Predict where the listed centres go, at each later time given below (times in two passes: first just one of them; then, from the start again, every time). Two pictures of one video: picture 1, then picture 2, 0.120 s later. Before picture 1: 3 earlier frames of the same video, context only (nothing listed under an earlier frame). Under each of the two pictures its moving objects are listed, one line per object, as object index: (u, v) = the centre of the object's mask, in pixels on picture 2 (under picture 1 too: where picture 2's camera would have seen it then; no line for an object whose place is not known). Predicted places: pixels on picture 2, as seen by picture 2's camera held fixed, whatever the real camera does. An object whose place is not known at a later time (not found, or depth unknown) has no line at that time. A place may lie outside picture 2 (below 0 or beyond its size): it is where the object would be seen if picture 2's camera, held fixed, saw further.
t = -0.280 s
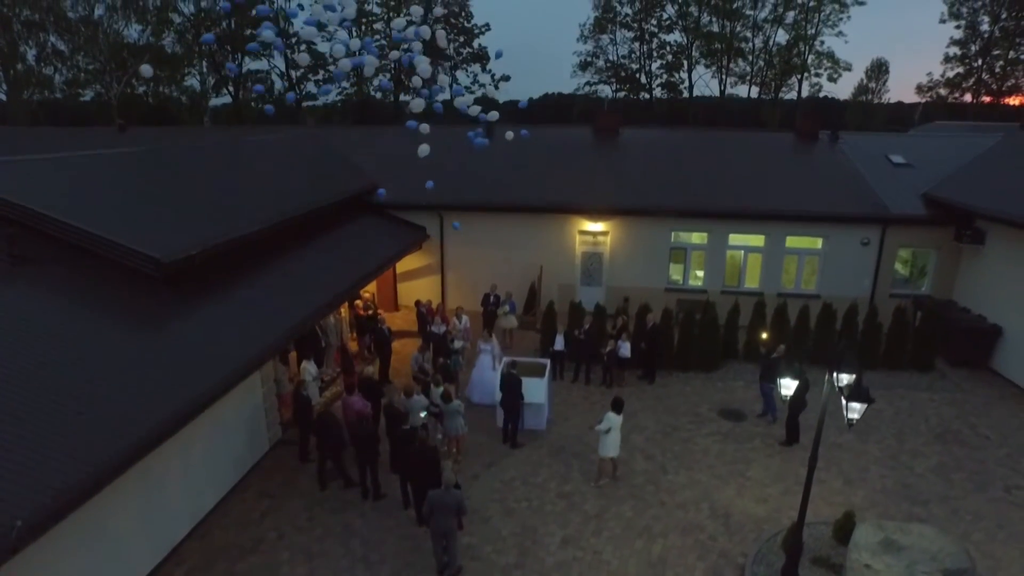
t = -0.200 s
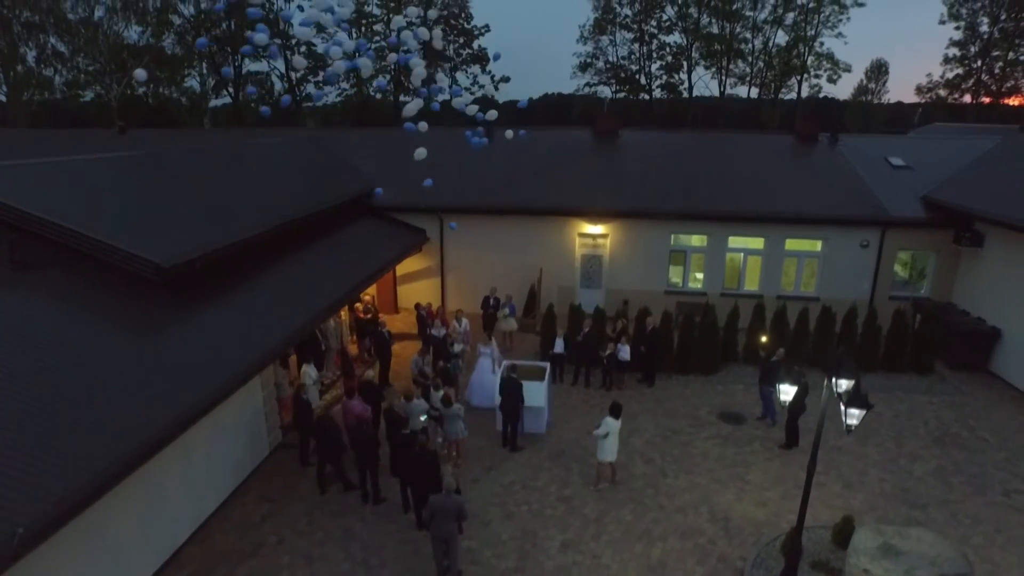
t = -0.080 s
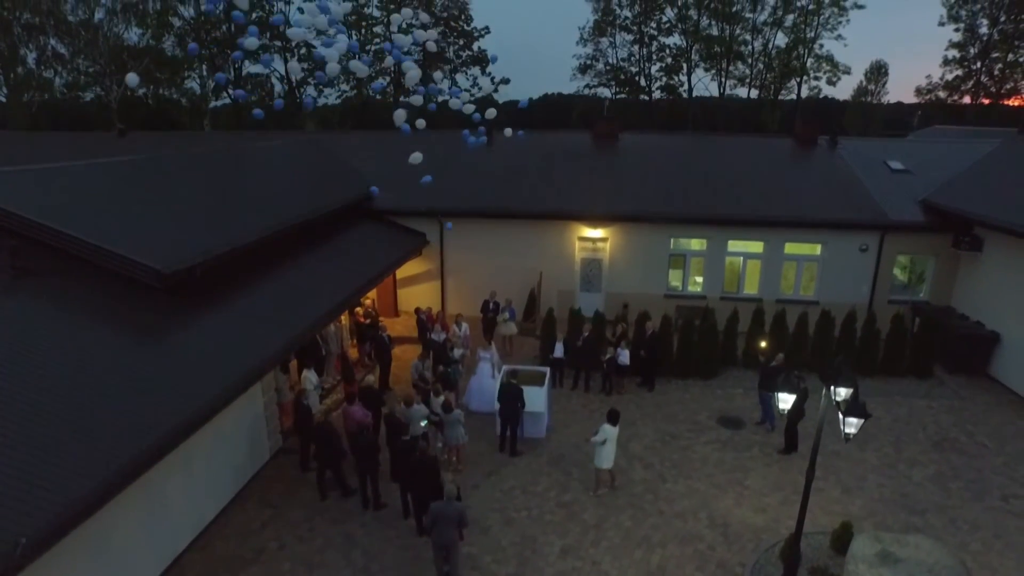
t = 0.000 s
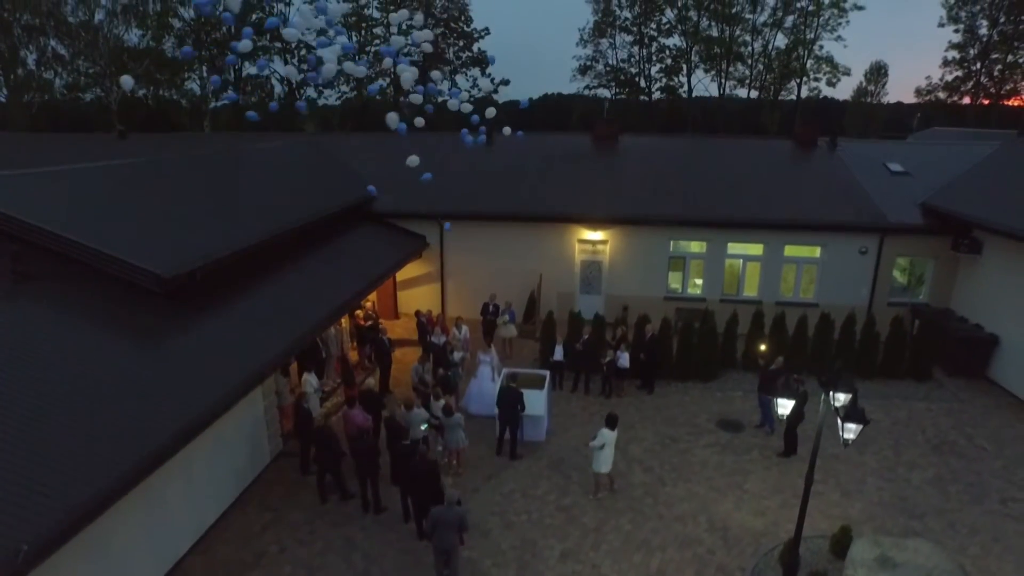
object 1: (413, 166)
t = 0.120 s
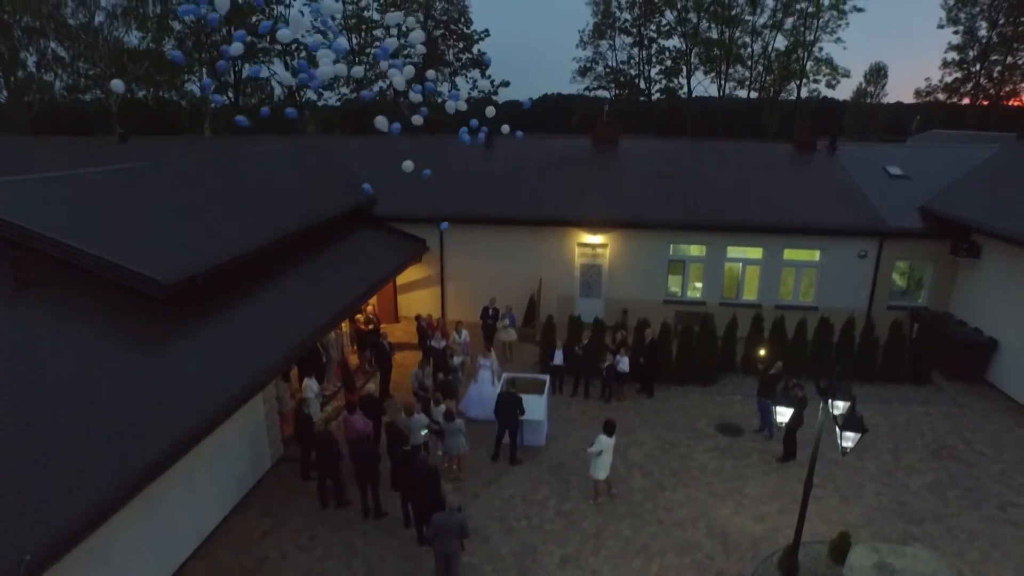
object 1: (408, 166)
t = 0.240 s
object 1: (402, 167)
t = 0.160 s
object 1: (406, 167)
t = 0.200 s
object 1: (404, 167)
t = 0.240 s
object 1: (402, 167)
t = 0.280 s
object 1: (399, 167)
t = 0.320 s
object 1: (397, 167)
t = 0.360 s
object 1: (395, 168)
